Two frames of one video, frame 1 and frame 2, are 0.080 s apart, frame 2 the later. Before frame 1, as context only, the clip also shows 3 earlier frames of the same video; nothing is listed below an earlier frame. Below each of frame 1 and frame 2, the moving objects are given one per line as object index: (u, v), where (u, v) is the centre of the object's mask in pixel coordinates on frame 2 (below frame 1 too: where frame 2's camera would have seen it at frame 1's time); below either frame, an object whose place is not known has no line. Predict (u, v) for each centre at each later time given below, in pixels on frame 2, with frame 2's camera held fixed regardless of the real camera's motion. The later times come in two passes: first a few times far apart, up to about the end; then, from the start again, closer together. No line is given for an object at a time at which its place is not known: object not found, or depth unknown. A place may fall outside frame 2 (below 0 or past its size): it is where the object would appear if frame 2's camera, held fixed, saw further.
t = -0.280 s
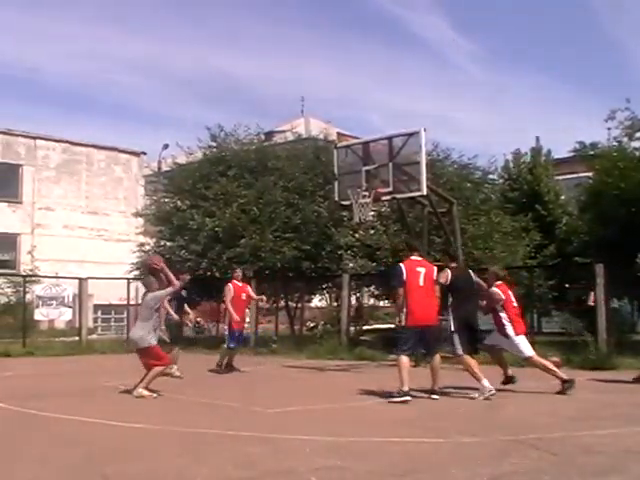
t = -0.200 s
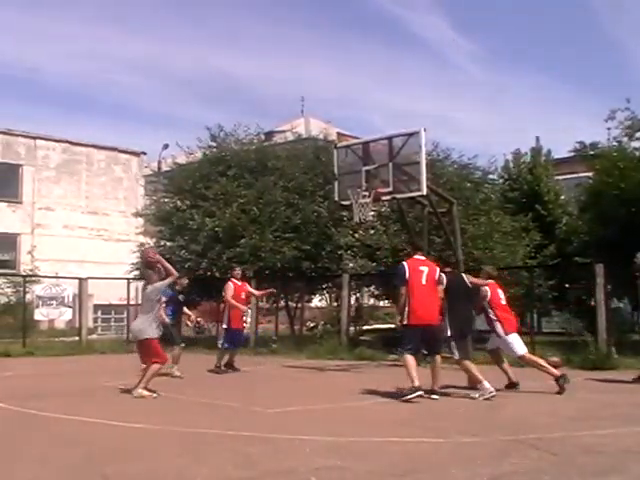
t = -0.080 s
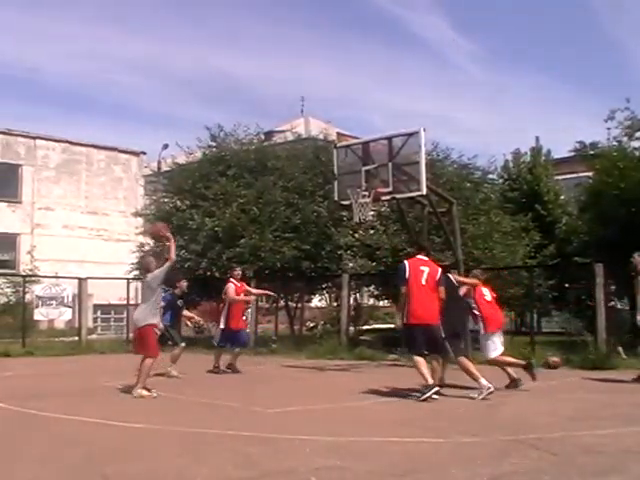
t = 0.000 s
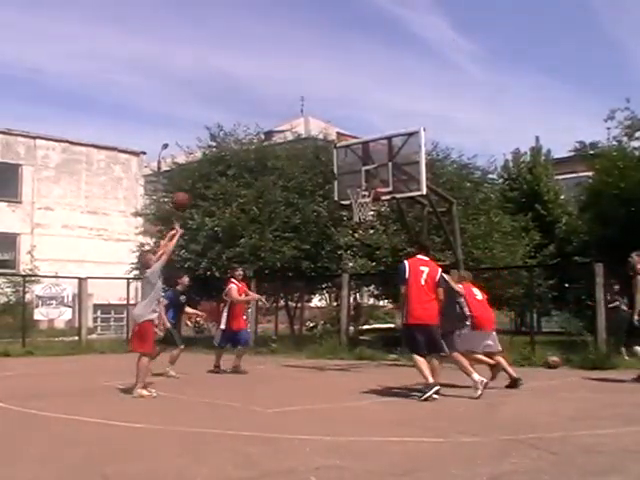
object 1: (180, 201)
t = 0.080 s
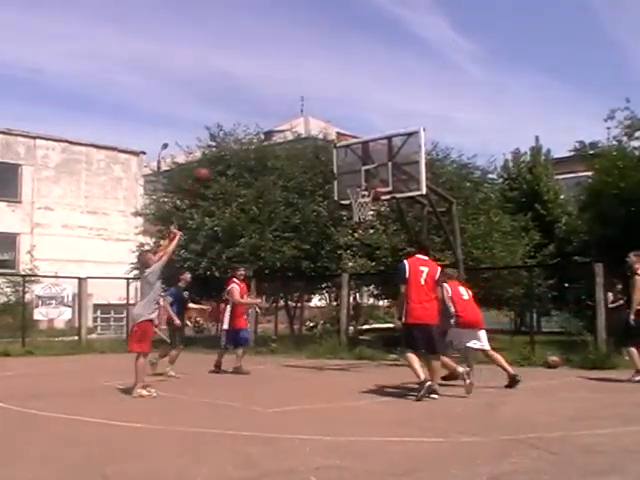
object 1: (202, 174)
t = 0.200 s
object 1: (232, 151)
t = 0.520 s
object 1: (308, 136)
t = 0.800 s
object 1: (365, 173)
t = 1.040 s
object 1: (349, 167)
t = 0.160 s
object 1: (223, 156)
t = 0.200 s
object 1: (232, 151)
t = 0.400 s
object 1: (282, 133)
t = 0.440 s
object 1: (290, 133)
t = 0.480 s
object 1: (299, 134)
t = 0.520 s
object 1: (308, 136)
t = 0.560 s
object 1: (317, 137)
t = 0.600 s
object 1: (325, 141)
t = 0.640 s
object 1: (331, 146)
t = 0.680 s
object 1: (339, 152)
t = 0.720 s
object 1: (348, 160)
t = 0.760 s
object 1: (356, 166)
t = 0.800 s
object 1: (365, 173)
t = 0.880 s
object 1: (370, 179)
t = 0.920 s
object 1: (361, 173)
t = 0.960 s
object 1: (355, 170)
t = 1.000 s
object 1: (351, 167)
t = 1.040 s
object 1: (349, 167)
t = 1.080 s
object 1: (344, 166)
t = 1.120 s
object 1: (339, 166)
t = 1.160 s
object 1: (335, 167)
